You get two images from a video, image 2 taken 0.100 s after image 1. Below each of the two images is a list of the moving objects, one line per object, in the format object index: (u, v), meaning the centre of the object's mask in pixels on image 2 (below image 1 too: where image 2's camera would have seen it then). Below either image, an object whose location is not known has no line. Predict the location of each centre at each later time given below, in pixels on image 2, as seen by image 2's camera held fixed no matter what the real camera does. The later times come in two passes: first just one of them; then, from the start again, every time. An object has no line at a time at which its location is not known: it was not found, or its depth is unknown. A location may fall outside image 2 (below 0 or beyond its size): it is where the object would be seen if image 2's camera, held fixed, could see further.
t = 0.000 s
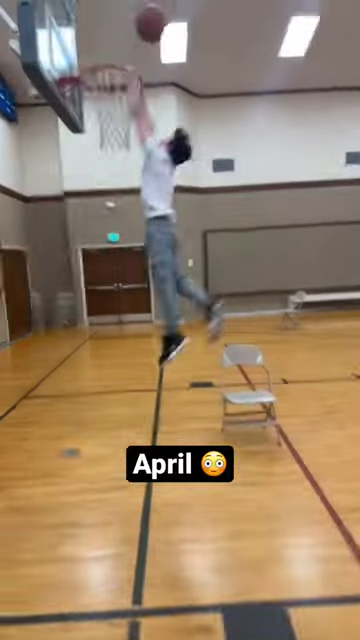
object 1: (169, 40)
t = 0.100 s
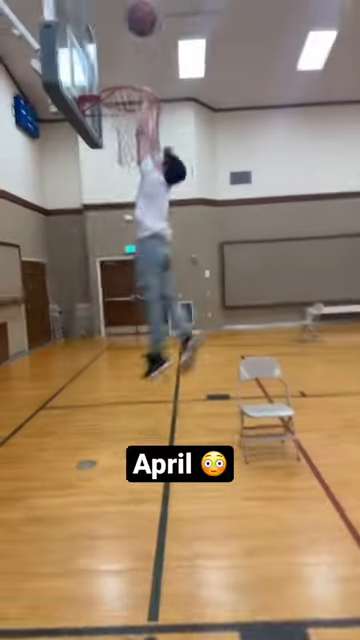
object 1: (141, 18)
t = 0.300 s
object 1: (86, 15)
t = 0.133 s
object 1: (132, 14)
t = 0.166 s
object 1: (123, 11)
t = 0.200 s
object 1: (114, 10)
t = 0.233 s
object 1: (103, 9)
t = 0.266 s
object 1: (94, 12)
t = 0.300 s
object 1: (86, 15)
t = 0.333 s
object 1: (89, 18)
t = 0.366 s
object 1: (94, 22)
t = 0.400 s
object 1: (99, 28)
